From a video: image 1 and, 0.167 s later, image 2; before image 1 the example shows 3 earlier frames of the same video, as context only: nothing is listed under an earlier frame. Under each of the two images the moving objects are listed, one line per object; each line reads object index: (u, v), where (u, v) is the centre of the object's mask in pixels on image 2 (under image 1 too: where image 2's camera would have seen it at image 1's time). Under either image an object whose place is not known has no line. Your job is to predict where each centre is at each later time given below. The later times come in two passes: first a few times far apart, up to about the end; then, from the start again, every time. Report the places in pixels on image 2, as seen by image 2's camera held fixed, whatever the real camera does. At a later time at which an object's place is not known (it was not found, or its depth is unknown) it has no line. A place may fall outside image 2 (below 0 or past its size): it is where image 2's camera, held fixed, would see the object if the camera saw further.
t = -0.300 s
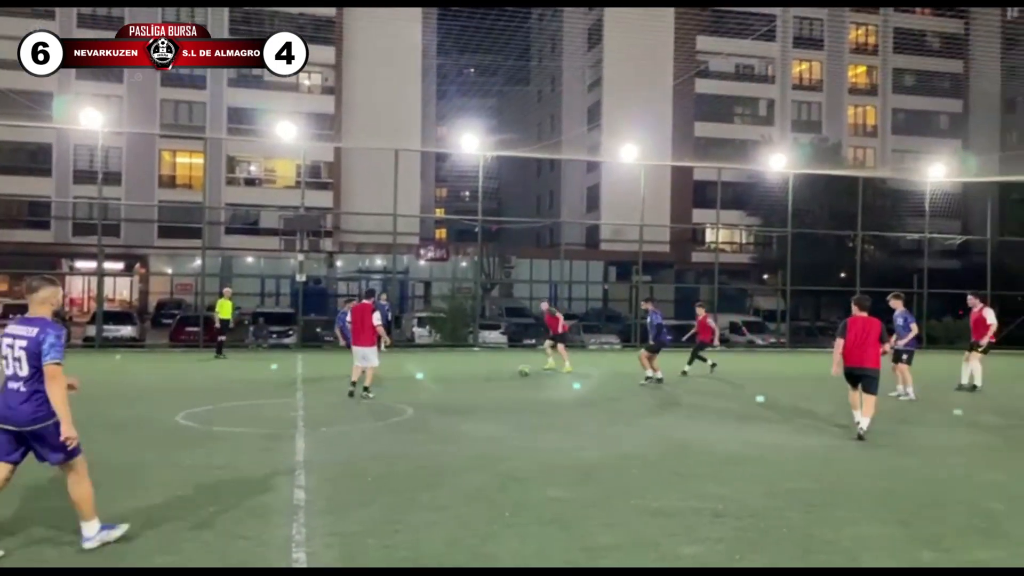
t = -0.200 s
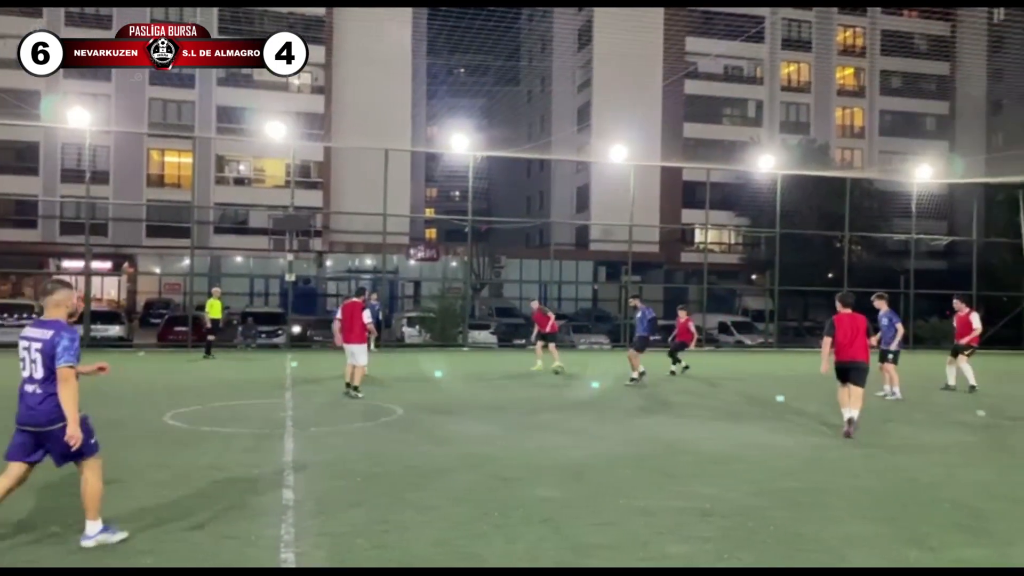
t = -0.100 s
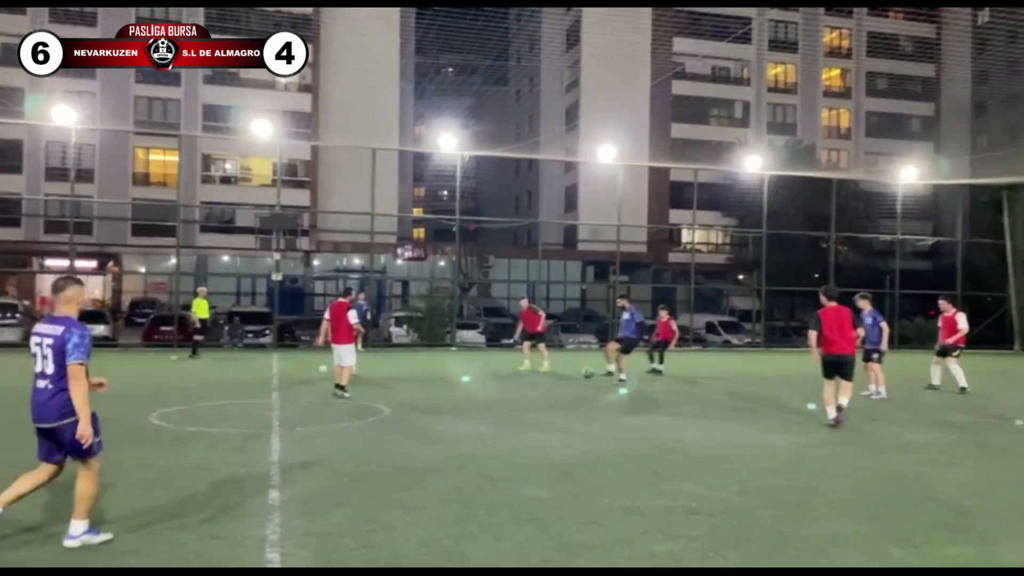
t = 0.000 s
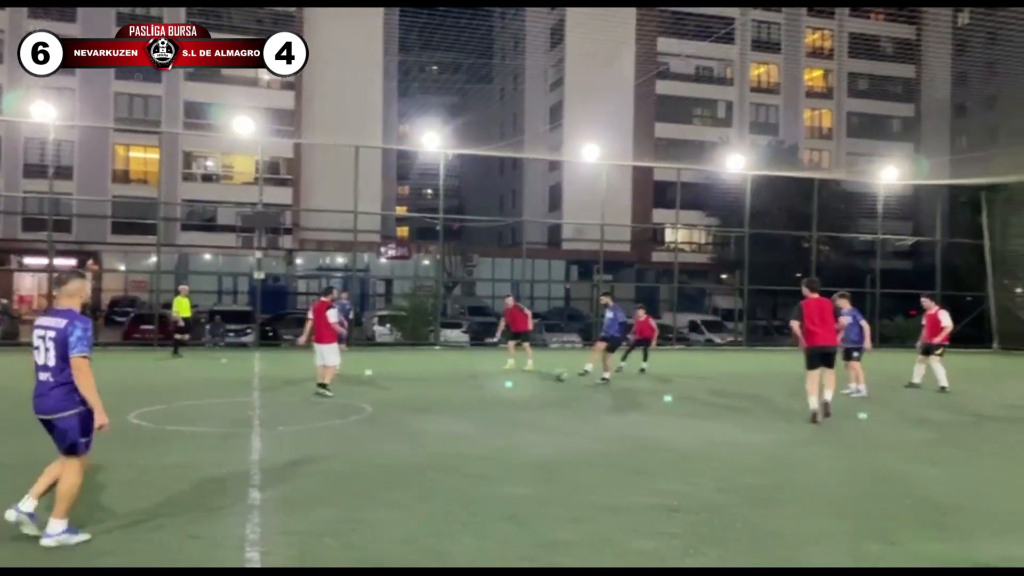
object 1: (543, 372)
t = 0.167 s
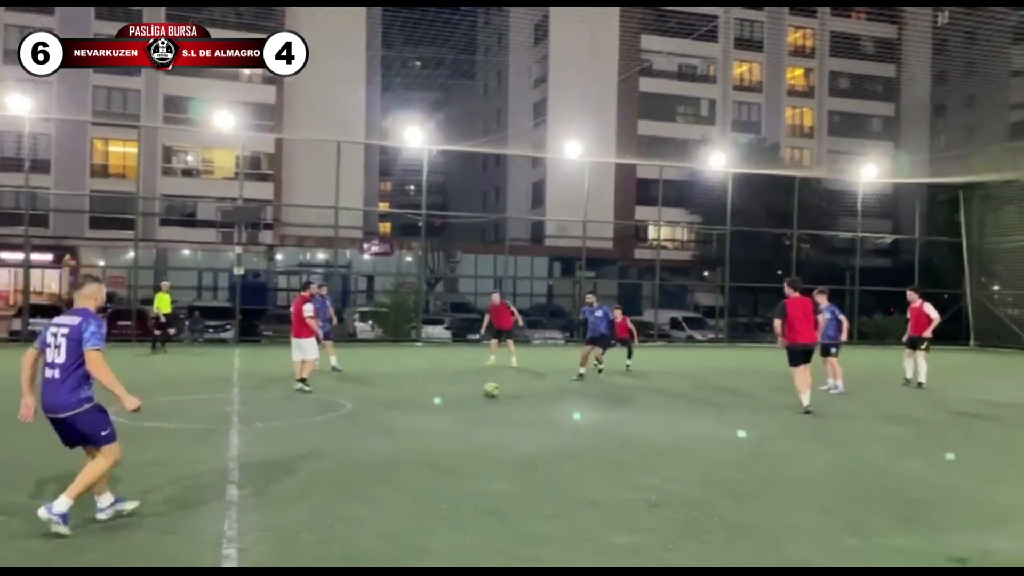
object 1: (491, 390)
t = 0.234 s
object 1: (471, 391)
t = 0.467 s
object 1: (398, 414)
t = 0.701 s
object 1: (310, 439)
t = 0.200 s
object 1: (483, 391)
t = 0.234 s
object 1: (471, 391)
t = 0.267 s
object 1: (462, 393)
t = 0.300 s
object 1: (452, 396)
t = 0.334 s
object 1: (441, 399)
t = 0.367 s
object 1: (429, 405)
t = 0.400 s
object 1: (418, 412)
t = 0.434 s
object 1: (407, 414)
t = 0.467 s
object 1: (398, 414)
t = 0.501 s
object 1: (386, 416)
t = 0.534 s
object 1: (376, 419)
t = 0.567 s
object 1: (363, 423)
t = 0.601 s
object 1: (351, 428)
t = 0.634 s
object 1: (338, 435)
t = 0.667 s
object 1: (325, 438)
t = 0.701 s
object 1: (310, 439)
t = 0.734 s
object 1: (295, 441)
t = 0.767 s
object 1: (280, 445)
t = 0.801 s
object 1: (263, 450)
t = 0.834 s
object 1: (246, 458)
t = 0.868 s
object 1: (227, 467)
